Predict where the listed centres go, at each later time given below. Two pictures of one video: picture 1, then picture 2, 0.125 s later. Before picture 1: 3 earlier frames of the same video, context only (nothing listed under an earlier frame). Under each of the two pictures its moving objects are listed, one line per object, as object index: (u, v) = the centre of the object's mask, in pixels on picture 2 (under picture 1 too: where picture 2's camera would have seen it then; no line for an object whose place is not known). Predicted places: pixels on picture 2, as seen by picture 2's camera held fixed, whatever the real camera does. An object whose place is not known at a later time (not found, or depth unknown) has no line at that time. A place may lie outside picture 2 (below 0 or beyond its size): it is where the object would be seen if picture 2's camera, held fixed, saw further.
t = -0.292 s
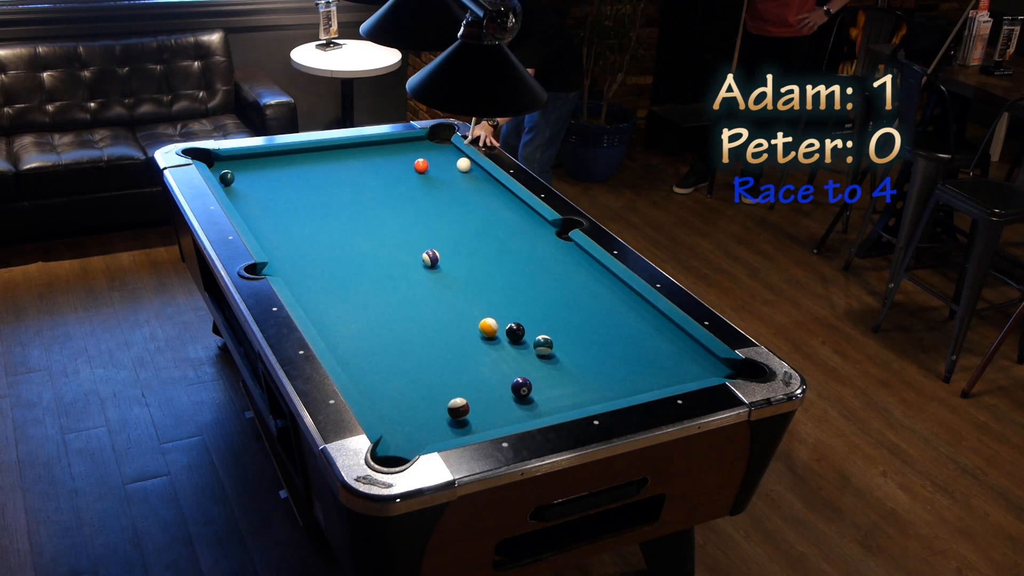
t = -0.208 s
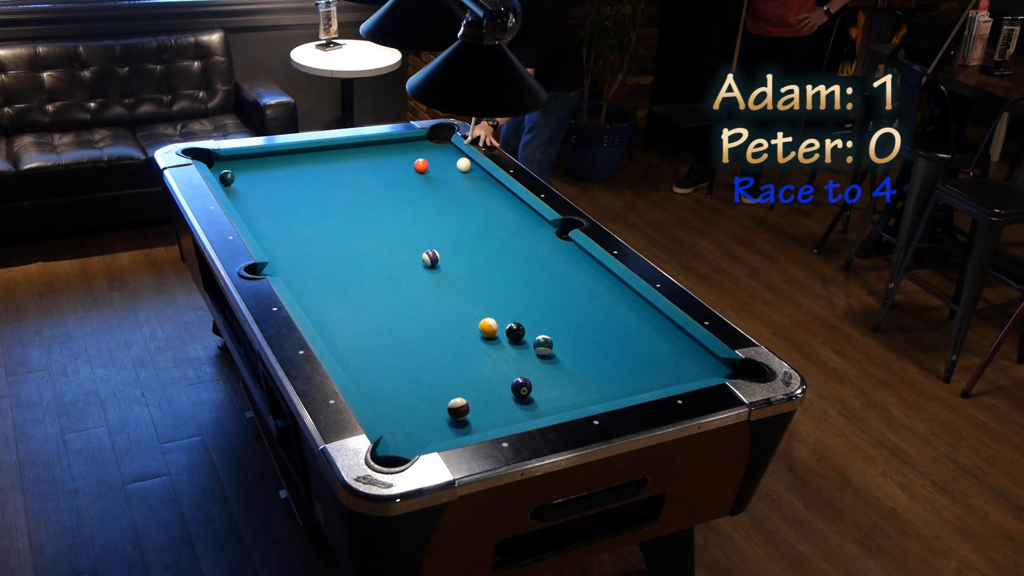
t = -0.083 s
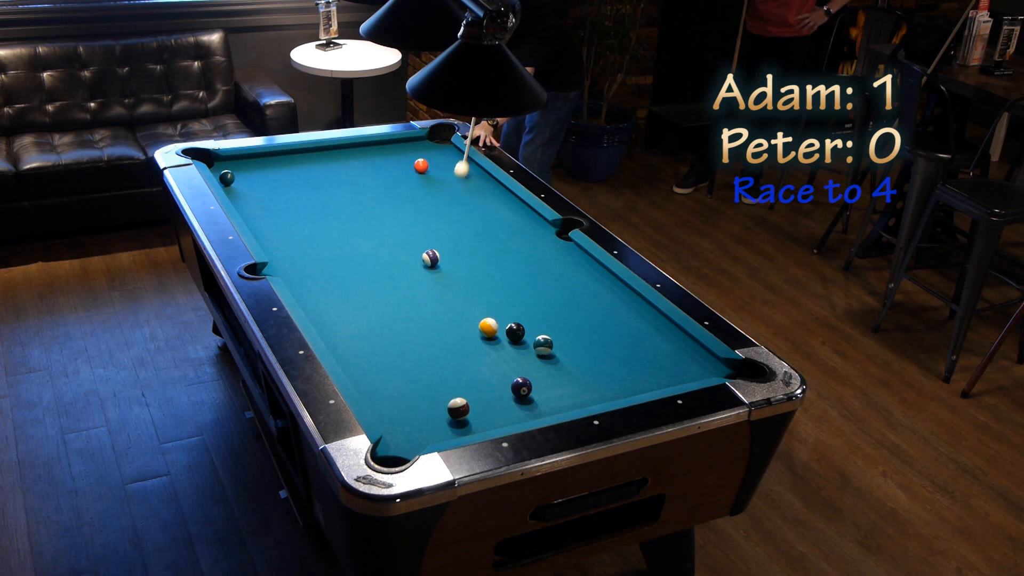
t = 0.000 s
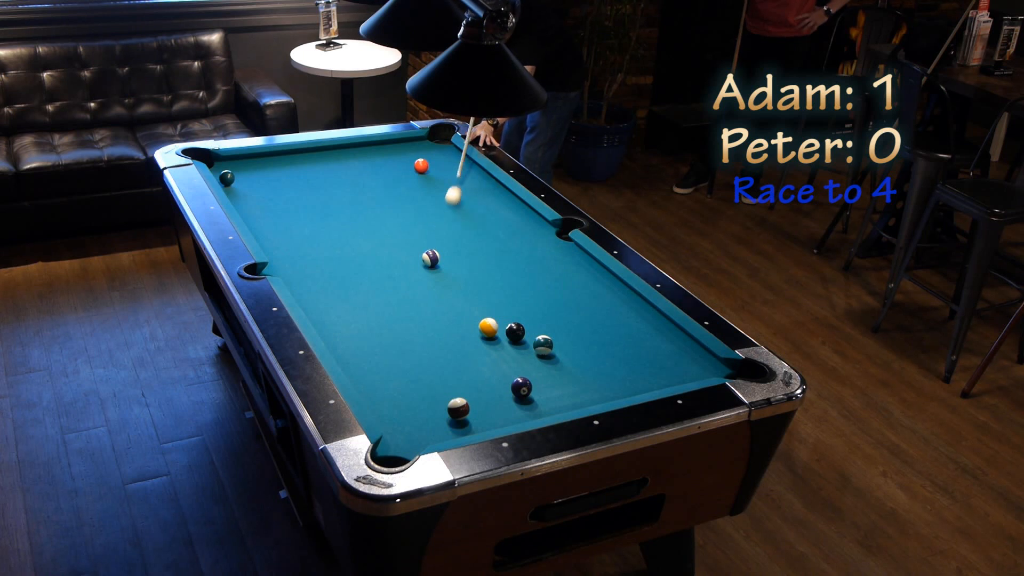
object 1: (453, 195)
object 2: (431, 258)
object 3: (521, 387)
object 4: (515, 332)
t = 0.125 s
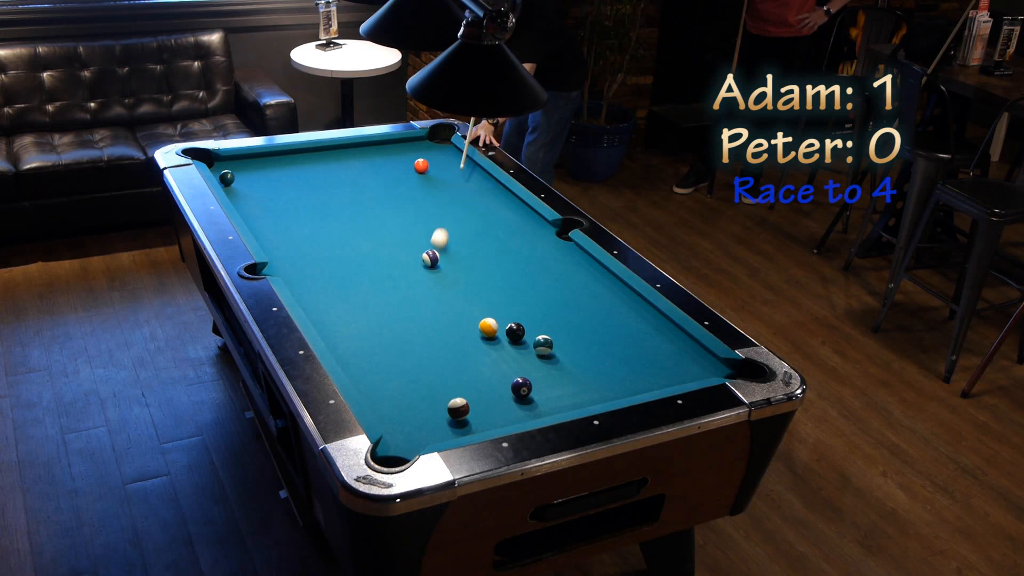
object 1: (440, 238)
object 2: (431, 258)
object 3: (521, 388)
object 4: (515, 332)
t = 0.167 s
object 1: (437, 250)
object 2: (428, 261)
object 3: (521, 388)
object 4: (515, 332)
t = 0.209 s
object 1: (440, 251)
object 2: (413, 275)
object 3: (521, 388)
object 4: (515, 332)
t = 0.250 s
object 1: (443, 252)
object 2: (404, 289)
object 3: (521, 388)
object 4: (515, 332)
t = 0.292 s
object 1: (445, 252)
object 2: (401, 311)
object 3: (521, 388)
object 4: (515, 332)
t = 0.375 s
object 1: (450, 252)
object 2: (381, 337)
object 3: (521, 388)
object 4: (515, 332)
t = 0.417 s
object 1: (452, 252)
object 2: (370, 356)
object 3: (521, 388)
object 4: (515, 332)
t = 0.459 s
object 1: (455, 252)
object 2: (354, 367)
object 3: (521, 388)
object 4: (515, 332)
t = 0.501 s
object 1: (457, 252)
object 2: (358, 387)
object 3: (521, 388)
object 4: (515, 332)
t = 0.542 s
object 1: (459, 252)
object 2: (378, 391)
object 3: (521, 388)
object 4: (515, 332)
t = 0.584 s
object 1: (461, 252)
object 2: (392, 400)
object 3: (521, 388)
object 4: (515, 332)
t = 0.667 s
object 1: (465, 253)
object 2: (423, 415)
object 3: (521, 388)
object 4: (515, 332)
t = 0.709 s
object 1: (467, 253)
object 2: (437, 425)
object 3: (521, 388)
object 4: (515, 332)
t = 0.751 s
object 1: (469, 253)
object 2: (453, 428)
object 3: (521, 388)
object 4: (515, 332)
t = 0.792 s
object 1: (471, 253)
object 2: (456, 435)
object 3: (521, 388)
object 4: (515, 332)
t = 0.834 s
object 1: (473, 253)
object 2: (463, 432)
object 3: (521, 388)
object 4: (515, 332)
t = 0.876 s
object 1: (475, 253)
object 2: (469, 423)
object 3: (521, 388)
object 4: (515, 332)
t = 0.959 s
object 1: (478, 253)
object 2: (475, 414)
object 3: (521, 388)
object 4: (515, 332)
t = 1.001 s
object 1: (480, 253)
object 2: (476, 411)
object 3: (521, 388)
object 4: (515, 332)
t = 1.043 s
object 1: (482, 253)
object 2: (478, 408)
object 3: (521, 388)
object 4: (515, 332)
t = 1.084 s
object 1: (483, 254)
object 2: (479, 405)
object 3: (522, 387)
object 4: (515, 332)
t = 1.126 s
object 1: (485, 254)
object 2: (481, 403)
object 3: (527, 386)
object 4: (515, 332)
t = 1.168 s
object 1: (486, 254)
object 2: (483, 401)
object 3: (531, 386)
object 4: (515, 332)
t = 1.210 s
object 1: (488, 254)
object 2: (484, 399)
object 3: (535, 385)
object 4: (515, 332)
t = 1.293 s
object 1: (490, 254)
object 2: (487, 394)
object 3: (542, 383)
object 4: (515, 332)
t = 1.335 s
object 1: (492, 254)
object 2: (488, 392)
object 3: (546, 383)
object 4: (515, 332)
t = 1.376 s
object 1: (493, 254)
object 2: (489, 389)
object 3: (550, 382)
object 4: (515, 332)
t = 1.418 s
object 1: (494, 254)
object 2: (490, 387)
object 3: (553, 381)
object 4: (515, 332)
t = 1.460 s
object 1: (495, 254)
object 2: (491, 385)
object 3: (557, 380)
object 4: (515, 332)
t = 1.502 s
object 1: (496, 254)
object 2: (493, 383)
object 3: (560, 379)
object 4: (515, 332)
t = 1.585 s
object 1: (498, 254)
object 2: (495, 380)
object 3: (567, 377)
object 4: (515, 332)
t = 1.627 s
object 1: (499, 255)
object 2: (496, 378)
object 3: (570, 376)
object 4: (515, 332)
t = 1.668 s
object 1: (500, 255)
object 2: (496, 377)
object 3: (573, 375)
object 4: (515, 332)
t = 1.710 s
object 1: (501, 255)
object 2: (497, 375)
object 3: (576, 375)
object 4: (515, 332)
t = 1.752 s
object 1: (502, 255)
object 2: (498, 374)
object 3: (579, 374)
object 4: (515, 332)
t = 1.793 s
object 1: (502, 255)
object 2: (498, 372)
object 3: (582, 373)
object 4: (515, 332)
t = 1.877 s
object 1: (504, 255)
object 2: (499, 369)
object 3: (588, 372)
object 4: (515, 332)
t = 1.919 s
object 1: (504, 256)
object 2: (500, 367)
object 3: (591, 371)
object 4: (515, 332)
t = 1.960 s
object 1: (505, 256)
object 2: (500, 366)
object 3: (594, 370)
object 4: (515, 332)
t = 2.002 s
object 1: (505, 256)
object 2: (501, 365)
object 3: (597, 370)
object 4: (515, 332)
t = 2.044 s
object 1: (506, 256)
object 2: (501, 363)
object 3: (599, 369)
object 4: (515, 332)
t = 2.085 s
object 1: (506, 256)
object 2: (502, 362)
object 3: (602, 369)
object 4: (515, 331)
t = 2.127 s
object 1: (506, 256)
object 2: (502, 361)
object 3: (604, 368)
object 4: (515, 331)
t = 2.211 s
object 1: (507, 256)
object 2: (503, 358)
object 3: (609, 367)
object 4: (516, 330)
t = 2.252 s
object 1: (507, 256)
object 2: (503, 357)
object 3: (612, 367)
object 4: (516, 330)
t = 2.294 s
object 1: (507, 256)
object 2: (503, 356)
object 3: (614, 366)
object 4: (516, 329)
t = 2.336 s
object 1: (507, 256)
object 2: (504, 355)
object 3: (616, 365)
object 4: (517, 329)
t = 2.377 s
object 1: (508, 256)
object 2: (504, 354)
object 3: (618, 364)
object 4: (517, 328)
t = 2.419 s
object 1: (508, 256)
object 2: (505, 353)
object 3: (620, 364)
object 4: (517, 328)
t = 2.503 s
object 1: (508, 256)
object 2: (505, 351)
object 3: (625, 363)
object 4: (517, 327)
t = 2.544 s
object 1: (508, 256)
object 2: (506, 350)
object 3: (627, 362)
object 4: (517, 326)
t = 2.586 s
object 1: (508, 256)
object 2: (506, 350)
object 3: (629, 362)
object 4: (518, 326)
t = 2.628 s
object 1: (508, 256)
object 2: (506, 349)
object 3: (631, 361)
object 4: (518, 325)
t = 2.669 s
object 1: (508, 256)
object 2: (506, 349)
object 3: (633, 361)
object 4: (518, 325)
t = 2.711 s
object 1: (508, 256)
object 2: (506, 349)
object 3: (635, 360)
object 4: (518, 324)
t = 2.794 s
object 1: (508, 256)
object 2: (506, 348)
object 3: (638, 360)
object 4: (519, 324)
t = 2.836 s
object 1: (508, 256)
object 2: (506, 348)
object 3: (640, 360)
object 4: (519, 323)
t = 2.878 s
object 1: (508, 256)
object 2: (506, 348)
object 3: (641, 359)
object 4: (519, 323)
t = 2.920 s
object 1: (508, 256)
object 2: (506, 348)
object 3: (643, 359)
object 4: (519, 323)
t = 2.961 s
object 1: (508, 256)
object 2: (506, 348)
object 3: (645, 359)
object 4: (519, 322)
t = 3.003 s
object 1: (508, 256)
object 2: (506, 348)
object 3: (646, 358)
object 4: (519, 322)
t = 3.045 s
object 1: (508, 256)
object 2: (506, 348)
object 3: (648, 358)
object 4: (520, 322)
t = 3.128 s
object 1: (508, 256)
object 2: (506, 348)
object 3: (651, 357)
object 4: (520, 322)
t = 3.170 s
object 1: (508, 256)
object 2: (506, 348)
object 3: (652, 357)
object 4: (520, 322)
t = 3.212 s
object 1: (508, 256)
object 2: (506, 348)
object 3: (653, 357)
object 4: (520, 321)
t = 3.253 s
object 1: (508, 256)
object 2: (506, 348)
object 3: (655, 357)
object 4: (520, 321)
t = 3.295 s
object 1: (508, 256)
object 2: (506, 348)
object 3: (656, 356)
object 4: (520, 321)
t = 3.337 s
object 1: (508, 256)
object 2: (506, 348)
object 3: (657, 356)
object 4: (520, 321)
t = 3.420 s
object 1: (508, 256)
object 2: (506, 348)
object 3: (659, 356)
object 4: (520, 321)
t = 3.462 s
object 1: (508, 256)
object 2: (506, 348)
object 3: (661, 356)
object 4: (520, 321)
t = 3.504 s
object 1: (508, 256)
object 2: (506, 348)
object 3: (661, 355)
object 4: (520, 321)
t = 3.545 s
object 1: (508, 256)
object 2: (506, 348)
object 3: (662, 355)
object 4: (520, 321)
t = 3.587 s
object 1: (508, 256)
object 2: (506, 348)
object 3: (663, 355)
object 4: (520, 321)
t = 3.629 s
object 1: (508, 256)
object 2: (506, 348)
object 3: (664, 355)
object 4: (520, 321)
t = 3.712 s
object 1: (508, 256)
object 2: (506, 348)
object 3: (666, 355)
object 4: (520, 321)
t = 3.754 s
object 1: (508, 256)
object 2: (506, 348)
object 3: (666, 354)
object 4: (520, 321)
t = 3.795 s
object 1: (508, 256)
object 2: (506, 348)
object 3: (667, 354)
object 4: (520, 321)
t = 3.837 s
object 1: (508, 256)
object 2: (506, 348)
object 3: (667, 354)
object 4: (520, 321)
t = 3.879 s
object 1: (508, 256)
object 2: (506, 348)
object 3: (668, 354)
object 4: (520, 321)
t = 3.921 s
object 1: (508, 256)
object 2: (506, 347)
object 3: (669, 354)
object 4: (520, 321)
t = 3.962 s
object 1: (508, 256)
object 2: (506, 347)
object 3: (669, 354)
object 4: (520, 321)
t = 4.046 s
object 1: (508, 256)
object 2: (506, 347)
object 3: (670, 354)
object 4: (520, 321)
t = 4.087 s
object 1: (508, 256)
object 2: (506, 347)
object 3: (671, 354)
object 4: (520, 321)
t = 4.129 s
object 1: (508, 256)
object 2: (506, 347)
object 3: (671, 354)
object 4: (520, 321)
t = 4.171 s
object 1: (508, 256)
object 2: (506, 347)
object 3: (671, 354)
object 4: (520, 321)
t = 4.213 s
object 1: (508, 256)
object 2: (506, 347)
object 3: (671, 354)
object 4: (520, 321)
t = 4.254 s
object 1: (508, 256)
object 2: (506, 347)
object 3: (671, 354)
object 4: (520, 321)
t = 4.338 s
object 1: (508, 256)
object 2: (506, 347)
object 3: (671, 354)
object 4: (520, 321)
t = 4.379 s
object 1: (508, 256)
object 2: (506, 347)
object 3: (671, 354)
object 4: (520, 321)
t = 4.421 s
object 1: (508, 256)
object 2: (506, 347)
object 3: (671, 354)
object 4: (520, 321)
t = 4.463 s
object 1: (508, 256)
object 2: (506, 347)
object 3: (671, 354)
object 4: (520, 321)
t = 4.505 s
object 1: (508, 256)
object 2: (506, 347)
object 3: (671, 354)
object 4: (520, 321)
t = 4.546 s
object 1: (508, 256)
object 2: (506, 347)
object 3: (671, 354)
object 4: (520, 321)
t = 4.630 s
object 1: (508, 256)
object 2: (506, 347)
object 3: (670, 354)
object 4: (520, 321)
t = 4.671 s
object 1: (508, 256)
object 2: (506, 347)
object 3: (670, 354)
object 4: (520, 321)
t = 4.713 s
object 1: (508, 256)
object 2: (506, 347)
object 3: (670, 354)
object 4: (520, 321)
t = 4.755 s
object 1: (508, 256)
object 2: (506, 347)
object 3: (670, 354)
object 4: (520, 321)
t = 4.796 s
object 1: (508, 256)
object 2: (506, 347)
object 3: (670, 354)
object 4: (520, 321)
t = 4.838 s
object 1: (508, 256)
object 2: (506, 347)
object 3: (670, 354)
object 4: (520, 321)
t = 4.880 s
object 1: (508, 256)
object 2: (506, 347)
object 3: (670, 354)
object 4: (520, 321)
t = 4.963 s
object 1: (508, 256)
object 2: (506, 347)
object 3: (670, 354)
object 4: (520, 321)
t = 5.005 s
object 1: (508, 256)
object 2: (506, 347)
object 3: (670, 354)
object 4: (520, 321)
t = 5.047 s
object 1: (508, 256)
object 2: (506, 347)
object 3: (670, 354)
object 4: (520, 321)
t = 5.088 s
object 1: (508, 256)
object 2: (506, 347)
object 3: (670, 354)
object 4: (520, 321)
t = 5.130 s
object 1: (508, 256)
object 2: (506, 347)
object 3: (670, 354)
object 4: (520, 321)
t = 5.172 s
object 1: (508, 256)
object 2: (506, 347)
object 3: (670, 354)
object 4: (520, 321)
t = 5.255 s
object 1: (508, 256)
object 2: (506, 347)
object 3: (670, 354)
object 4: (520, 321)
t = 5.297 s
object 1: (508, 256)
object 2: (506, 347)
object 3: (670, 354)
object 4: (520, 321)
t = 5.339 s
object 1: (508, 256)
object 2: (506, 347)
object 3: (670, 354)
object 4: (520, 321)
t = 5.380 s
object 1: (508, 256)
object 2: (506, 347)
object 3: (670, 354)
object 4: (520, 321)
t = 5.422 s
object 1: (508, 256)
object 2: (506, 347)
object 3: (670, 354)
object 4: (520, 321)
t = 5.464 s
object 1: (508, 256)
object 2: (506, 347)
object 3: (670, 354)
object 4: (520, 321)
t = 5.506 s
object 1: (508, 256)
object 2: (506, 347)
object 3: (670, 354)
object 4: (520, 321)
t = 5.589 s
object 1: (508, 256)
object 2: (506, 347)
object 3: (670, 354)
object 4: (520, 321)
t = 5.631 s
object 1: (508, 256)
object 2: (506, 347)
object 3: (670, 354)
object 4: (520, 321)
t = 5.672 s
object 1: (508, 256)
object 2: (506, 347)
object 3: (670, 354)
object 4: (520, 321)
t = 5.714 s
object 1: (508, 256)
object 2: (506, 347)
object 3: (670, 354)
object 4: (520, 321)
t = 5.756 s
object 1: (508, 256)
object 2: (506, 347)
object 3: (670, 354)
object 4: (520, 321)
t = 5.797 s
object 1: (508, 256)
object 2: (506, 347)
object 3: (670, 354)
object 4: (520, 321)
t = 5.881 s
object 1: (508, 256)
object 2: (506, 347)
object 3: (670, 354)
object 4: (520, 321)
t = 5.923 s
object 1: (508, 256)
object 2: (506, 347)
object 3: (670, 354)
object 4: (520, 321)
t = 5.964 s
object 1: (508, 256)
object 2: (506, 347)
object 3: (670, 354)
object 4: (520, 321)
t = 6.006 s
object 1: (508, 256)
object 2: (506, 347)
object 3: (670, 354)
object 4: (520, 321)
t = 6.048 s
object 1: (508, 256)
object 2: (506, 347)
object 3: (670, 354)
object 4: (520, 321)
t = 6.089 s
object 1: (508, 256)
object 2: (506, 347)
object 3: (670, 354)
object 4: (520, 321)
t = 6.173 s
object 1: (508, 256)
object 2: (506, 347)
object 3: (670, 354)
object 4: (520, 321)
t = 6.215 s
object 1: (508, 256)
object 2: (506, 347)
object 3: (670, 354)
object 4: (520, 321)
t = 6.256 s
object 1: (508, 256)
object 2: (506, 347)
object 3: (670, 354)
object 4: (520, 321)
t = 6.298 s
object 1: (508, 256)
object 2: (506, 347)
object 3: (670, 354)
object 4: (520, 321)
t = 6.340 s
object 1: (508, 256)
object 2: (506, 347)
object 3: (670, 354)
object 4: (520, 321)
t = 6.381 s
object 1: (508, 256)
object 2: (506, 347)
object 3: (670, 354)
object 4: (520, 321)
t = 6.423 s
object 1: (508, 256)
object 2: (506, 347)
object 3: (670, 354)
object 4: (520, 321)
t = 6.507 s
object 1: (508, 256)
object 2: (506, 347)
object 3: (670, 354)
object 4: (520, 321)
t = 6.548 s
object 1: (508, 256)
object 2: (506, 347)
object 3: (670, 354)
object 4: (520, 321)
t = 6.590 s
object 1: (508, 256)
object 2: (506, 347)
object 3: (670, 354)
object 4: (520, 321)
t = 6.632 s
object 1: (508, 256)
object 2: (506, 347)
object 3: (670, 354)
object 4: (520, 321)
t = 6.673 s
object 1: (508, 256)
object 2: (506, 347)
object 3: (670, 354)
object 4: (520, 321)
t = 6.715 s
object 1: (508, 256)
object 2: (506, 347)
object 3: (670, 354)
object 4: (520, 321)
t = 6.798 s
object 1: (508, 256)
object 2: (506, 347)
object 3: (670, 354)
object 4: (520, 321)
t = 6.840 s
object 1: (508, 256)
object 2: (506, 347)
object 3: (670, 354)
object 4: (520, 321)
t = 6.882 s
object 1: (508, 256)
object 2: (506, 347)
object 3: (670, 354)
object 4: (520, 321)
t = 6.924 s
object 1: (508, 256)
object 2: (506, 347)
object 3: (670, 354)
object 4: (520, 321)
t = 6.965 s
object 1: (508, 256)
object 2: (506, 347)
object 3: (670, 354)
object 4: (520, 321)
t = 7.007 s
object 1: (508, 256)
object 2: (506, 347)
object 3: (670, 354)
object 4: (520, 321)
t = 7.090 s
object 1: (508, 256)
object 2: (506, 347)
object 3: (670, 354)
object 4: (520, 321)
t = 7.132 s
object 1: (508, 256)
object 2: (506, 347)
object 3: (670, 354)
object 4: (520, 321)
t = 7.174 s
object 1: (508, 256)
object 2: (506, 347)
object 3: (670, 354)
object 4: (520, 321)
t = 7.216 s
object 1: (508, 256)
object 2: (506, 347)
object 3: (670, 354)
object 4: (520, 321)
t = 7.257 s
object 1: (508, 256)
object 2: (506, 347)
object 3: (670, 354)
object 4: (520, 321)
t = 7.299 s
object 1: (508, 256)
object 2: (506, 347)
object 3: (670, 354)
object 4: (520, 321)
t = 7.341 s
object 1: (508, 256)
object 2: (506, 347)
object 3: (670, 354)
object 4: (520, 321)
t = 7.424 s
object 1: (508, 256)
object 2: (506, 347)
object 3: (670, 354)
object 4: (520, 321)
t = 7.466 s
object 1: (508, 256)
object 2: (506, 347)
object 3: (670, 354)
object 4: (520, 321)
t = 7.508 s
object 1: (508, 256)
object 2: (506, 347)
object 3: (670, 354)
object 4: (520, 321)
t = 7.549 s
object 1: (508, 256)
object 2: (506, 347)
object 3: (670, 354)
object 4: (520, 321)
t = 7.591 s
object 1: (508, 256)
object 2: (506, 347)
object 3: (670, 354)
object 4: (520, 321)
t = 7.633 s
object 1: (508, 256)
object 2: (506, 347)
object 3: (670, 354)
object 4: (520, 321)
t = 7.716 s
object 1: (508, 256)
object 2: (506, 347)
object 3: (670, 354)
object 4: (520, 321)
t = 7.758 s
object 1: (508, 256)
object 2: (506, 348)
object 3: (670, 354)
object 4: (520, 321)
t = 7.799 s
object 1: (508, 256)
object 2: (506, 347)
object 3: (670, 354)
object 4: (520, 321)
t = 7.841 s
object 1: (508, 256)
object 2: (506, 347)
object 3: (670, 354)
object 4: (520, 321)
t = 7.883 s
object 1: (508, 256)
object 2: (506, 347)
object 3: (670, 354)
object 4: (520, 321)
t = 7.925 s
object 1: (508, 256)
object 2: (506, 347)
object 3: (670, 354)
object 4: (520, 321)
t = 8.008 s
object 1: (508, 256)
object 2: (506, 348)
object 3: (670, 354)
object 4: (520, 321)
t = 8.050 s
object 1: (508, 256)
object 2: (506, 348)
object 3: (670, 354)
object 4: (520, 321)
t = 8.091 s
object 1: (508, 256)
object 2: (506, 347)
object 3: (670, 354)
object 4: (520, 321)
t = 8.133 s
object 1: (508, 256)
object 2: (506, 347)
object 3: (670, 354)
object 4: (520, 321)
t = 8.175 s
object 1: (508, 256)
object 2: (506, 347)
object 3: (670, 354)
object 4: (520, 321)
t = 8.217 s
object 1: (508, 256)
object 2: (506, 347)
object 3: (670, 354)
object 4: (520, 321)
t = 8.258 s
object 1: (508, 256)
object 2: (506, 347)
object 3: (670, 354)
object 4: (520, 321)
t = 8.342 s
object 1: (508, 256)
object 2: (506, 347)
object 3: (670, 354)
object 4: (520, 321)
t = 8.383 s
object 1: (508, 256)
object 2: (506, 347)
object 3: (670, 354)
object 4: (520, 321)
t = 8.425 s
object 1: (508, 256)
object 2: (506, 347)
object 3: (670, 354)
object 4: (520, 321)
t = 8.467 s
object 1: (508, 256)
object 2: (506, 347)
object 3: (670, 354)
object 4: (520, 321)
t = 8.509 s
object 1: (508, 256)
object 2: (506, 347)
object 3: (670, 354)
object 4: (520, 321)
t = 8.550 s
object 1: (508, 256)
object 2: (506, 347)
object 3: (670, 354)
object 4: (520, 321)
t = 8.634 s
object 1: (508, 256)
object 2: (506, 347)
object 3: (670, 354)
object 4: (520, 321)
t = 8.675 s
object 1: (508, 256)
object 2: (506, 347)
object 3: (670, 354)
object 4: (520, 321)
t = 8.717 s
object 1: (508, 256)
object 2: (506, 347)
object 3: (670, 354)
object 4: (520, 321)
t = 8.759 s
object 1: (508, 256)
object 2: (506, 347)
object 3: (670, 354)
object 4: (520, 321)
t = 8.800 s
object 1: (508, 256)
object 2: (506, 347)
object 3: (670, 354)
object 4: (520, 321)
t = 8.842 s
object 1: (508, 256)
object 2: (506, 347)
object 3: (670, 354)
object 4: (520, 321)
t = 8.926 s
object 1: (508, 256)
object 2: (506, 347)
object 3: (670, 354)
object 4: (520, 321)
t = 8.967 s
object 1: (508, 256)
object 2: (506, 347)
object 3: (670, 354)
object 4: (520, 321)
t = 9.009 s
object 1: (508, 256)
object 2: (506, 347)
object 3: (670, 354)
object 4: (520, 321)
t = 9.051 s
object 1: (508, 256)
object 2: (506, 347)
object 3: (670, 354)
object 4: (520, 321)
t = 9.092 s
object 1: (508, 256)
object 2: (506, 347)
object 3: (670, 354)
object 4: (520, 321)
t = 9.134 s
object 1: (508, 256)
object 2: (506, 347)
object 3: (670, 354)
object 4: (520, 321)
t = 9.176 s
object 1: (508, 256)
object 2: (506, 347)
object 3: (670, 354)
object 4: (520, 321)
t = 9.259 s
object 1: (508, 256)
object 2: (506, 347)
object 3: (670, 354)
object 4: (520, 321)
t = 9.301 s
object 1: (508, 256)
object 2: (506, 347)
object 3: (670, 354)
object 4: (520, 321)
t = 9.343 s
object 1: (508, 256)
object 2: (506, 347)
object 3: (670, 354)
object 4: (520, 321)
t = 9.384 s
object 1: (508, 256)
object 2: (506, 347)
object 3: (670, 354)
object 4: (520, 321)
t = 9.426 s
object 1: (508, 256)
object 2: (506, 347)
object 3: (670, 354)
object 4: (520, 321)
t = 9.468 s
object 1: (508, 256)
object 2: (506, 347)
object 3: (670, 354)
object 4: (520, 321)
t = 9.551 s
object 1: (508, 256)
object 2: (506, 347)
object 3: (670, 354)
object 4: (520, 321)
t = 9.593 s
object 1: (508, 256)
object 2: (506, 347)
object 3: (670, 354)
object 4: (520, 321)
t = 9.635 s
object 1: (508, 256)
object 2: (506, 347)
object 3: (670, 354)
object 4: (520, 321)
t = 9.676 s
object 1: (508, 256)
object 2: (506, 347)
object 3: (670, 354)
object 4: (520, 321)
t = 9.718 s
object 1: (508, 256)
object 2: (506, 347)
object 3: (670, 354)
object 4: (520, 321)
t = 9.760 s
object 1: (508, 256)
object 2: (506, 347)
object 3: (670, 354)
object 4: (520, 321)
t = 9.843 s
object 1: (508, 256)
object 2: (506, 347)
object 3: (670, 354)
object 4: (520, 321)
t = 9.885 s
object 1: (508, 256)
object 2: (506, 347)
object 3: (670, 354)
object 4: (520, 321)
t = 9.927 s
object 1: (508, 256)
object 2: (506, 347)
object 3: (670, 354)
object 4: (520, 321)
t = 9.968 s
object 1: (508, 256)
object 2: (506, 347)
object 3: (670, 354)
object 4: (520, 321)
